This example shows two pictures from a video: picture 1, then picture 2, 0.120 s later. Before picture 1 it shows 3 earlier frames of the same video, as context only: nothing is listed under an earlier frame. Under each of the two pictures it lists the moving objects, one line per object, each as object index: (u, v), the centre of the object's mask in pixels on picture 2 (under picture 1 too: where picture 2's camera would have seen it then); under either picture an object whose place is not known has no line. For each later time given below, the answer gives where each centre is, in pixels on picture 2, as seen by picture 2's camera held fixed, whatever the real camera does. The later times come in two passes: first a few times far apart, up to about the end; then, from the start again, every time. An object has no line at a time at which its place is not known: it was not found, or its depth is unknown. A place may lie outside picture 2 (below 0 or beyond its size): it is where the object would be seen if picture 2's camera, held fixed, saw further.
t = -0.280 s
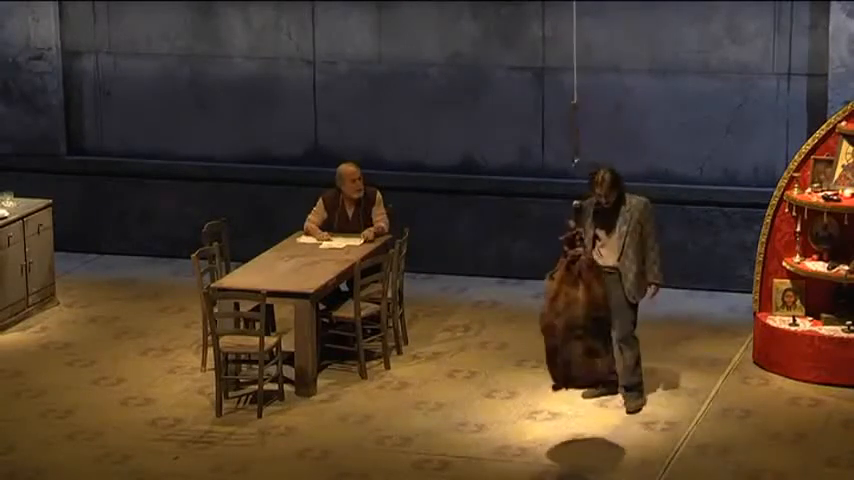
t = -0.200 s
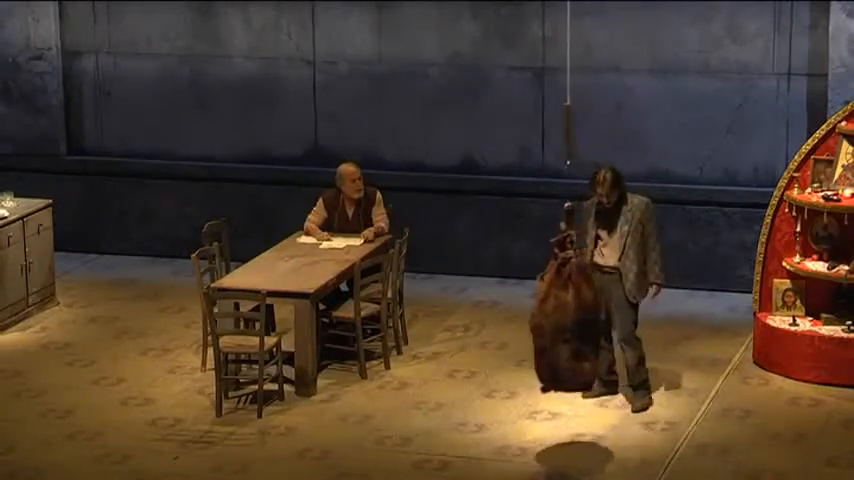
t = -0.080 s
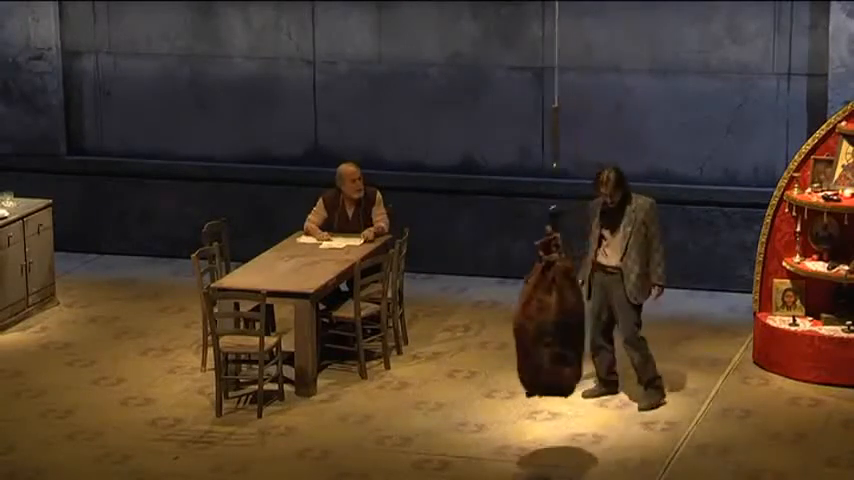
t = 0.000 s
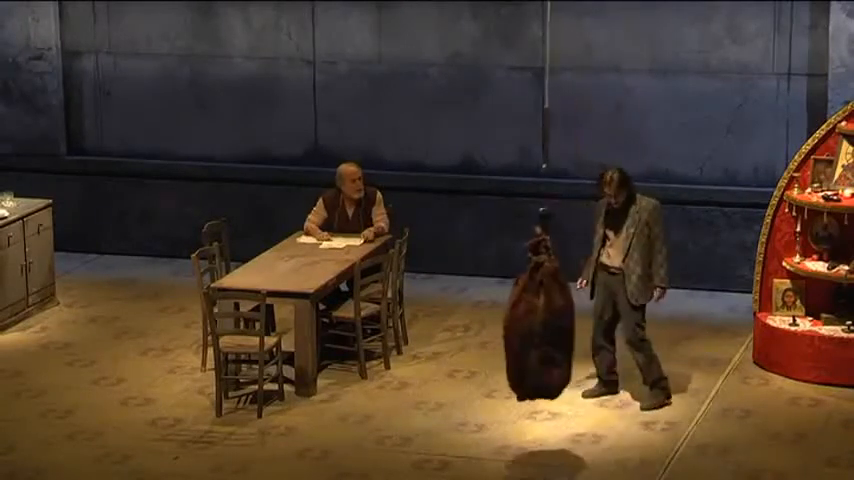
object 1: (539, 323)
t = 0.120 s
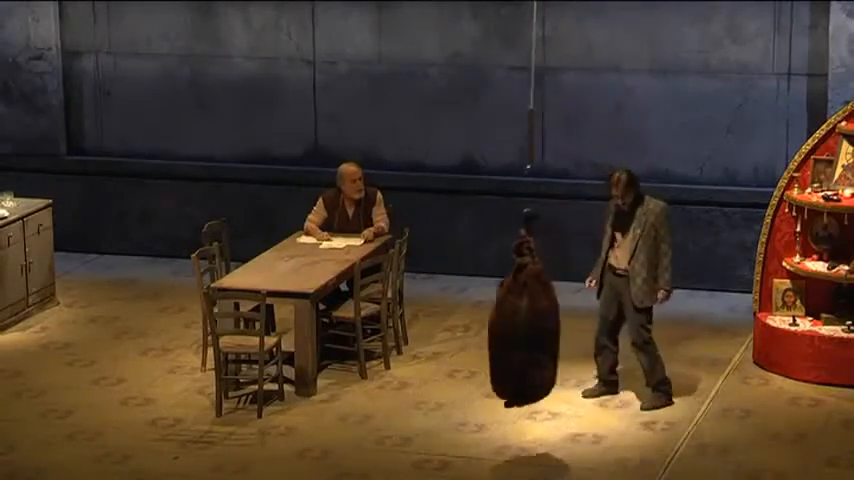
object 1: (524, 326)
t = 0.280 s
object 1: (505, 330)
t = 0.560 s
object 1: (476, 336)
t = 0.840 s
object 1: (457, 338)
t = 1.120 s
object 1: (453, 340)
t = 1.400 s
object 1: (461, 341)
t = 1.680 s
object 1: (481, 340)
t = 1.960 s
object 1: (511, 337)
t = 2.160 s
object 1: (534, 334)
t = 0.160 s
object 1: (519, 328)
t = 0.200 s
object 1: (514, 329)
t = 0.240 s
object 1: (510, 330)
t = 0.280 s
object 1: (505, 330)
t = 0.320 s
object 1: (501, 331)
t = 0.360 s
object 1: (496, 333)
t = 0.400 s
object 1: (492, 334)
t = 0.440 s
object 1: (487, 334)
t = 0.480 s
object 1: (483, 334)
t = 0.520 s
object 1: (480, 336)
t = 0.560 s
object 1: (476, 336)
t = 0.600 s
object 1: (473, 337)
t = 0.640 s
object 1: (470, 337)
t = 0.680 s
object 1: (466, 337)
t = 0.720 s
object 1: (464, 337)
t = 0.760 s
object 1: (462, 337)
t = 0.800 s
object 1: (459, 337)
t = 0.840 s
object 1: (457, 338)
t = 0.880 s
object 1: (456, 338)
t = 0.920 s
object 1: (454, 338)
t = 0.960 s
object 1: (455, 339)
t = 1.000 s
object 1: (454, 339)
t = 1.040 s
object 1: (454, 339)
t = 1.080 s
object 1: (453, 341)
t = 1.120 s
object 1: (453, 340)
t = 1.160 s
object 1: (454, 341)
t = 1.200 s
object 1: (454, 341)
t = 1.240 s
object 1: (455, 341)
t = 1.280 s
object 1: (456, 341)
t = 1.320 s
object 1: (457, 341)
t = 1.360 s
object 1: (459, 341)
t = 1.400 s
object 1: (461, 341)
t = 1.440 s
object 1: (463, 342)
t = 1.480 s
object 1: (465, 341)
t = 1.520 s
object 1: (468, 340)
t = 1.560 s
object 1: (470, 341)
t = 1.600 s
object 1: (474, 341)
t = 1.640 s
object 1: (477, 340)
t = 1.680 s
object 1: (481, 340)
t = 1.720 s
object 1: (485, 339)
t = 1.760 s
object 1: (488, 339)
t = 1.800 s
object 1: (493, 339)
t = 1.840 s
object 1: (497, 338)
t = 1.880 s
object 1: (502, 338)
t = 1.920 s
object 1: (507, 338)
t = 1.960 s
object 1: (511, 337)
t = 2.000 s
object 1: (516, 336)
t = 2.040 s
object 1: (521, 336)
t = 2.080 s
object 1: (526, 335)
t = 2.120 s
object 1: (529, 335)
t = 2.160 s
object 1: (534, 334)
